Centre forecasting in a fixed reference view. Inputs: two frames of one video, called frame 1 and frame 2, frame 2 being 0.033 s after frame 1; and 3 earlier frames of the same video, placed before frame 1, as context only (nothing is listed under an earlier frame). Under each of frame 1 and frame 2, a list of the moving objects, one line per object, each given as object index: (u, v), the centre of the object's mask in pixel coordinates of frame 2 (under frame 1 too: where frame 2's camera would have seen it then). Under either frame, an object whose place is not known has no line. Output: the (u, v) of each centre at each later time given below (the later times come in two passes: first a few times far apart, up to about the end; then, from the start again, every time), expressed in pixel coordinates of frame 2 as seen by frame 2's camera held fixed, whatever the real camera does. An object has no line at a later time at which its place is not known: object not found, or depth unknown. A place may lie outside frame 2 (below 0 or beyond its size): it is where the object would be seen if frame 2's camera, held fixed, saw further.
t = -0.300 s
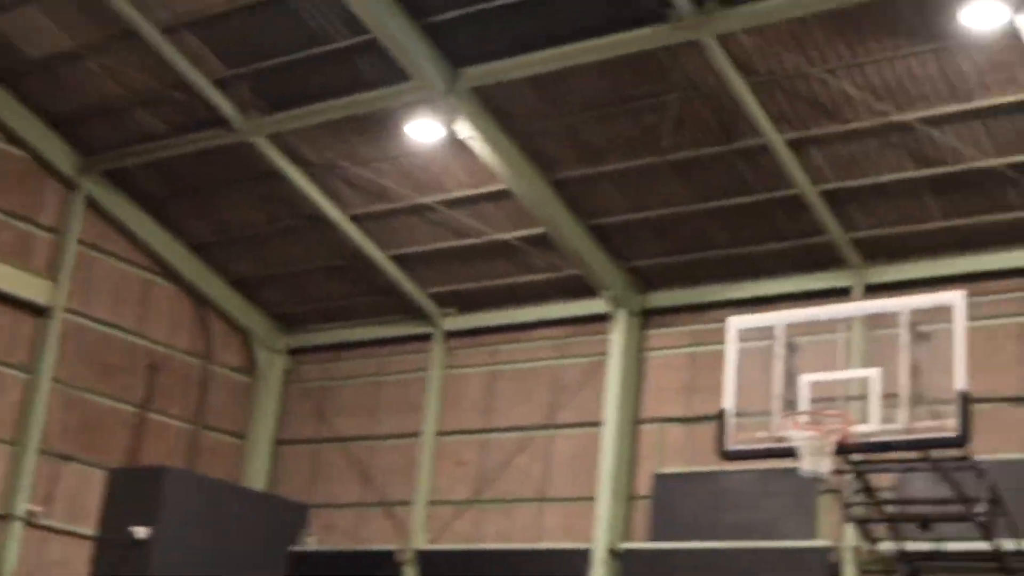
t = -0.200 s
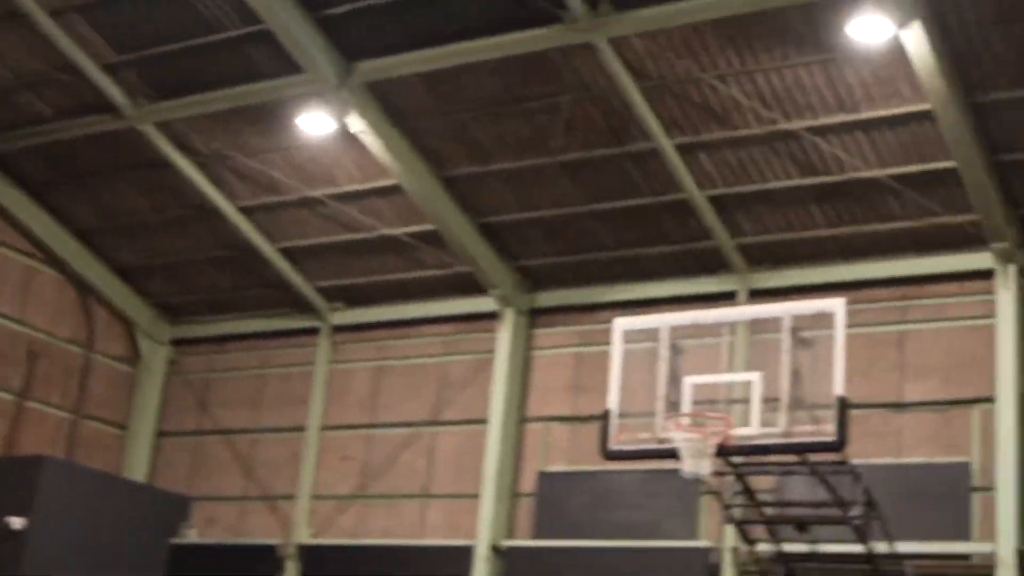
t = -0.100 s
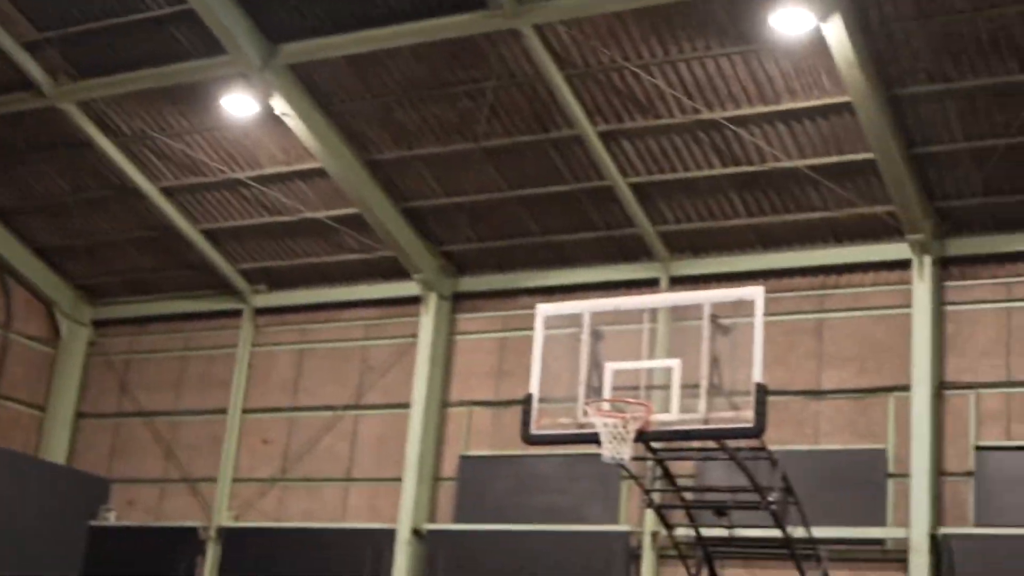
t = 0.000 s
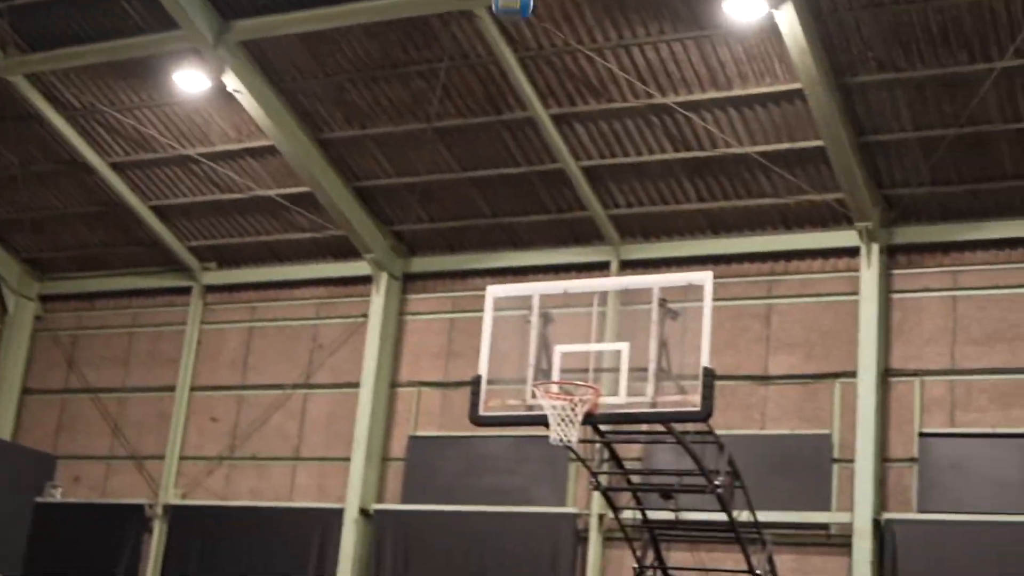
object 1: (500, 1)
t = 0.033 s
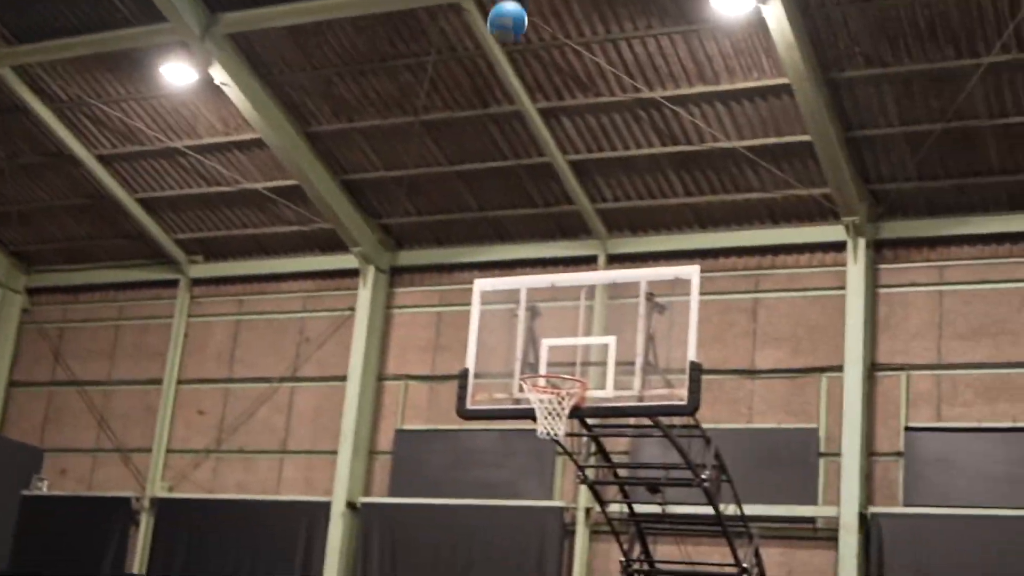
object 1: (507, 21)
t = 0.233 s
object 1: (545, 188)
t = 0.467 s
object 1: (557, 391)
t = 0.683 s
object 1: (541, 423)
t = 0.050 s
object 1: (511, 34)
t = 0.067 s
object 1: (515, 47)
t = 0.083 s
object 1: (519, 60)
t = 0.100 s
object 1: (522, 74)
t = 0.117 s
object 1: (525, 88)
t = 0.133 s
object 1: (529, 102)
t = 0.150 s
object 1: (531, 115)
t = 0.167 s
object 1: (534, 130)
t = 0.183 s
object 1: (537, 144)
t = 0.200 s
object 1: (540, 160)
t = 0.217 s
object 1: (543, 174)
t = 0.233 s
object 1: (545, 188)
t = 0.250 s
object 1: (548, 202)
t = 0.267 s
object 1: (550, 218)
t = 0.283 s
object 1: (553, 233)
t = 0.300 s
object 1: (555, 249)
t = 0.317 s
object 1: (557, 263)
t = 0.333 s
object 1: (560, 279)
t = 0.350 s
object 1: (560, 296)
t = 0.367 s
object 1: (564, 311)
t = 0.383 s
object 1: (566, 327)
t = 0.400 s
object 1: (569, 344)
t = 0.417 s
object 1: (571, 362)
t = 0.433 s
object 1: (571, 378)
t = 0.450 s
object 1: (565, 385)
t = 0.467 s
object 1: (557, 391)
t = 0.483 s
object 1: (549, 393)
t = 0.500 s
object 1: (541, 400)
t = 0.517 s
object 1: (539, 407)
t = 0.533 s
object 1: (536, 408)
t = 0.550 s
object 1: (534, 409)
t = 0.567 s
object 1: (539, 413)
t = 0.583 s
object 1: (534, 418)
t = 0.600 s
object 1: (535, 417)
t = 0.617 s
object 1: (536, 415)
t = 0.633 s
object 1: (538, 415)
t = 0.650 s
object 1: (539, 418)
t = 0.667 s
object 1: (540, 420)
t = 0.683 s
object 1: (541, 423)
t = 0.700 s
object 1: (542, 426)
